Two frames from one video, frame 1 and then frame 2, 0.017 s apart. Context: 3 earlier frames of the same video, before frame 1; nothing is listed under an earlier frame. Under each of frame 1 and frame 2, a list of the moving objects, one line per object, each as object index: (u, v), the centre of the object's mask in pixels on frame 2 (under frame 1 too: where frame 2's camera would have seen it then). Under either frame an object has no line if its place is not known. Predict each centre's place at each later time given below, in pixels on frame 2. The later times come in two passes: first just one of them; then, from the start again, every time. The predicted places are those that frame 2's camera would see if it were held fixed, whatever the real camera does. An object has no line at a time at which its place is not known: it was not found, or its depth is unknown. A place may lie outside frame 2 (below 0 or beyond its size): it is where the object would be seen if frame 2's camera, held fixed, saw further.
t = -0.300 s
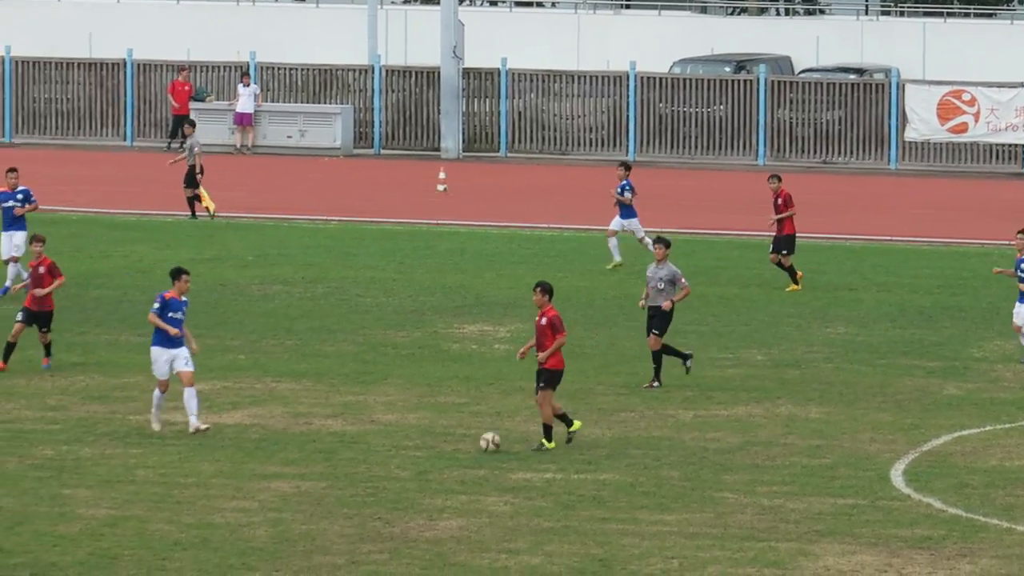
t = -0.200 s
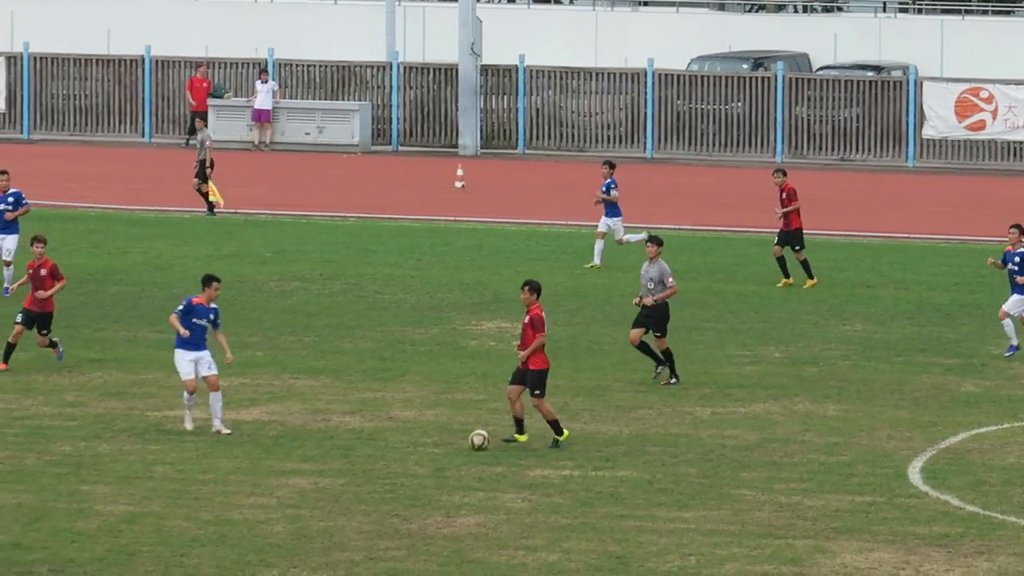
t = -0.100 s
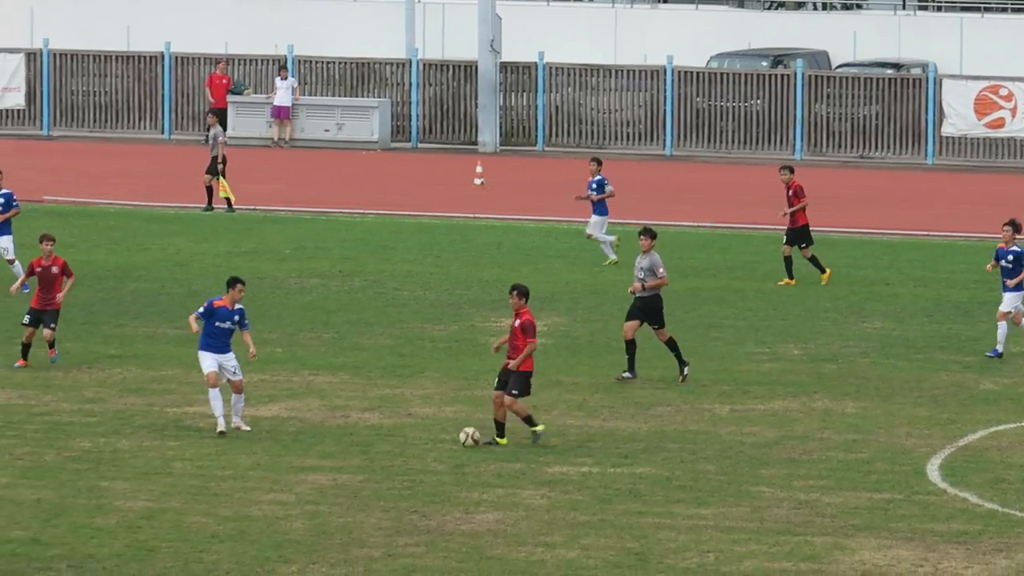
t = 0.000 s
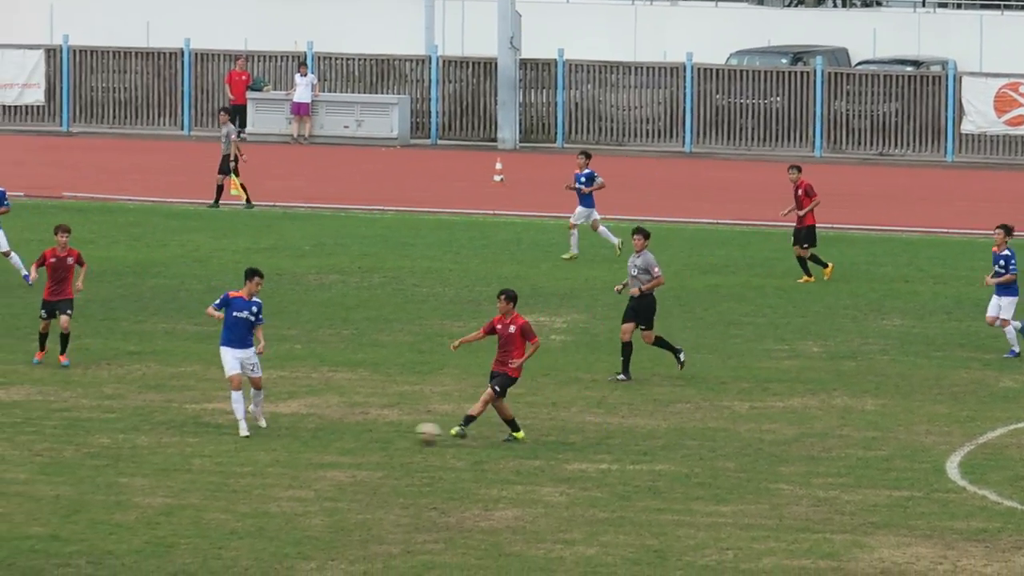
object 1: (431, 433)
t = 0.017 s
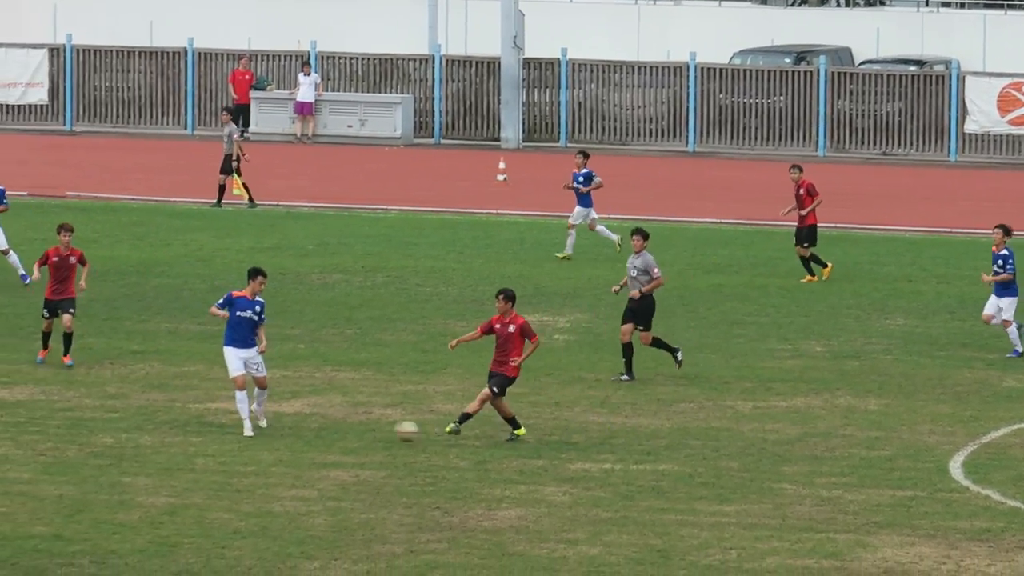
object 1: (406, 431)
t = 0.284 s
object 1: (20, 440)
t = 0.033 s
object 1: (382, 431)
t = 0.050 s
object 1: (357, 430)
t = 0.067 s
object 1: (333, 430)
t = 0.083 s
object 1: (307, 430)
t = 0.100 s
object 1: (283, 430)
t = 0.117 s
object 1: (259, 431)
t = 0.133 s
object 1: (234, 432)
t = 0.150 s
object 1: (210, 433)
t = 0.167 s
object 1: (185, 435)
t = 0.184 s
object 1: (160, 437)
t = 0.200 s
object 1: (136, 439)
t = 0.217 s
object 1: (112, 441)
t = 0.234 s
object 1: (85, 443)
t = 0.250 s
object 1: (63, 444)
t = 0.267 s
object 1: (41, 443)
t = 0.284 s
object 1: (20, 440)
